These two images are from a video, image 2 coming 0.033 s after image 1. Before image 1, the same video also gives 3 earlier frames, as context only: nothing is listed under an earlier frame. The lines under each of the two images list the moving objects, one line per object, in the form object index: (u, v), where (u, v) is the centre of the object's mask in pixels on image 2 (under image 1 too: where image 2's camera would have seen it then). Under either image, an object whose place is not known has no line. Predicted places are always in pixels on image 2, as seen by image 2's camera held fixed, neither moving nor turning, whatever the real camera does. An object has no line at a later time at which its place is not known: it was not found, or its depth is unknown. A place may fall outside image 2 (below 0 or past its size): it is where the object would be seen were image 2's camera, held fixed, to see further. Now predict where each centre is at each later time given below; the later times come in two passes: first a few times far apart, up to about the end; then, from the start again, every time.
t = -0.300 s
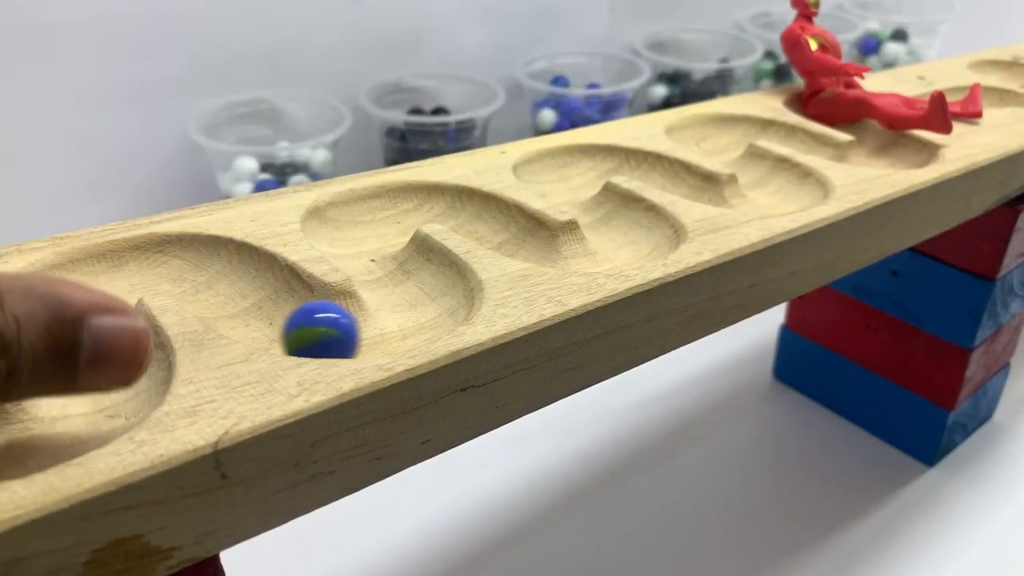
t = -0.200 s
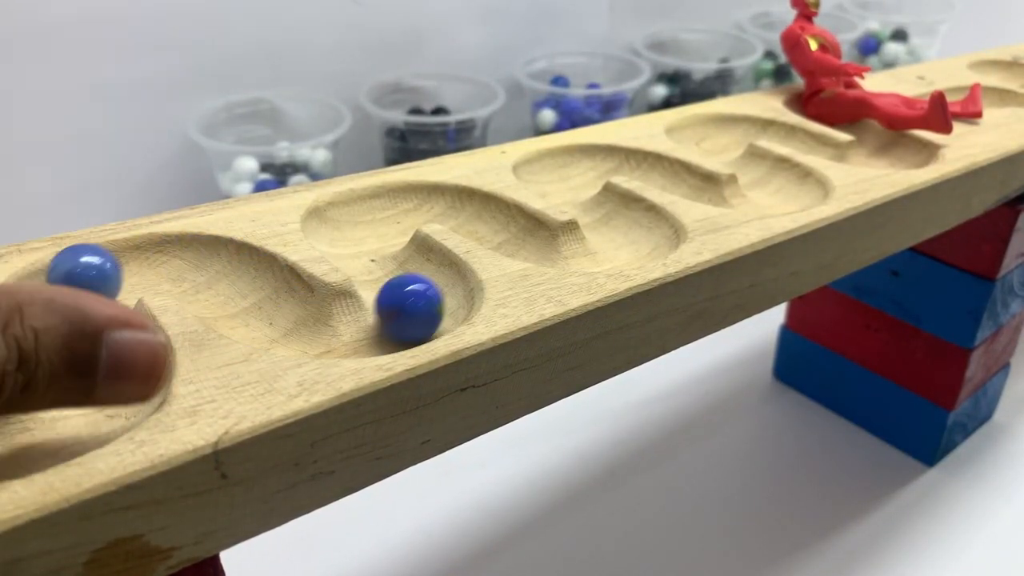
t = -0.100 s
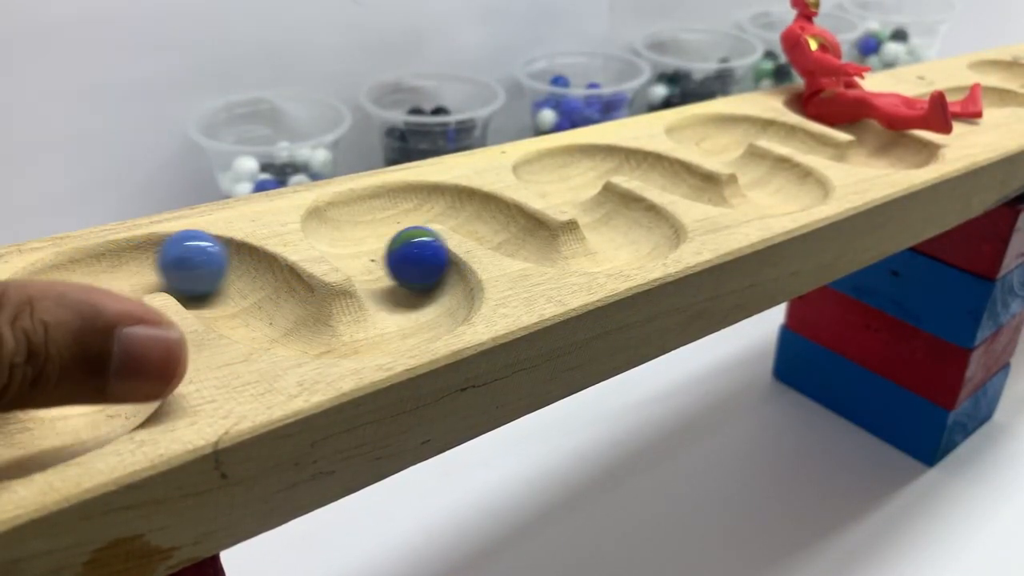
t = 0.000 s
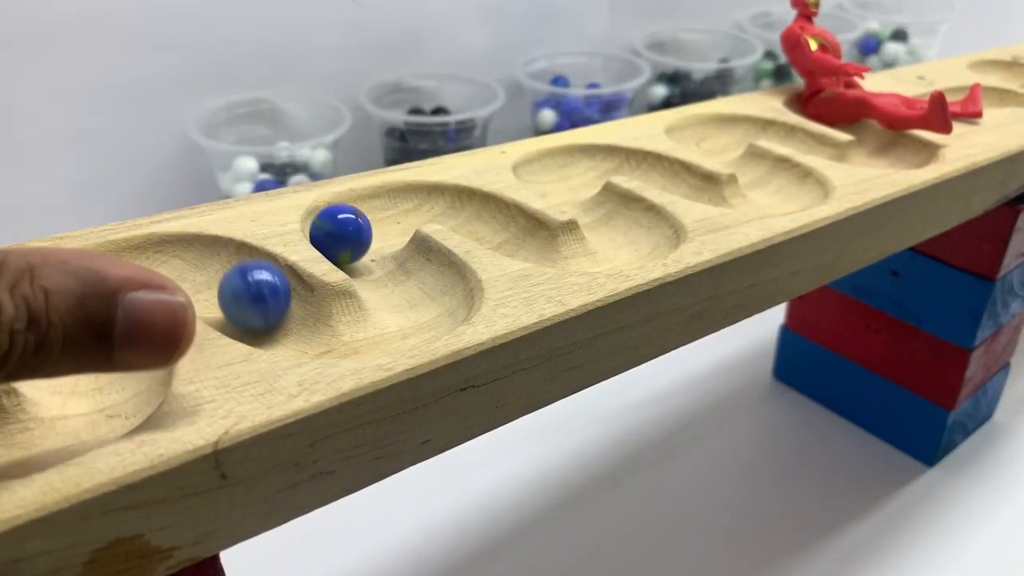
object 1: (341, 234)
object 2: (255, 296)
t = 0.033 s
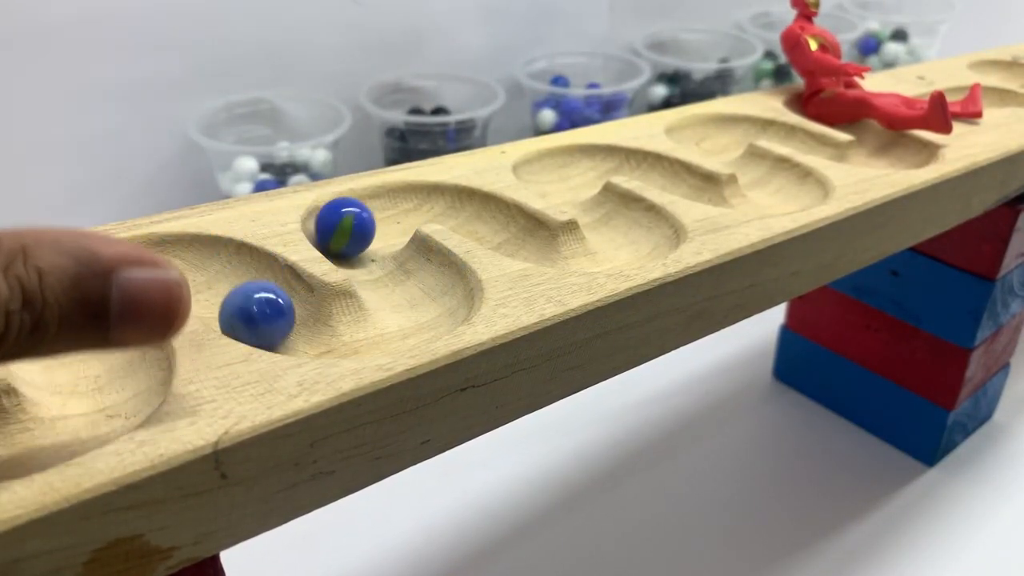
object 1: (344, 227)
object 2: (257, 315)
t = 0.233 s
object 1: (496, 222)
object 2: (440, 286)
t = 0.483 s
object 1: (641, 208)
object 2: (401, 206)
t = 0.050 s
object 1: (352, 223)
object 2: (264, 318)
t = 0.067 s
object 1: (362, 218)
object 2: (274, 323)
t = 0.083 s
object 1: (373, 213)
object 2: (289, 326)
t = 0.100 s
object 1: (387, 207)
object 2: (307, 330)
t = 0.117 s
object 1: (402, 202)
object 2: (328, 331)
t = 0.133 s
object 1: (418, 199)
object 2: (350, 331)
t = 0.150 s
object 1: (436, 197)
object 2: (371, 328)
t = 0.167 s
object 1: (452, 195)
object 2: (392, 323)
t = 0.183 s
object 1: (466, 197)
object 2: (410, 316)
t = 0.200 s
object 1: (477, 204)
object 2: (425, 308)
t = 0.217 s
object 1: (487, 213)
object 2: (435, 299)
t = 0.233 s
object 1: (496, 222)
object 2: (440, 286)
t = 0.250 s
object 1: (505, 230)
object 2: (438, 276)
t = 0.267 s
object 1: (513, 236)
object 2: (431, 269)
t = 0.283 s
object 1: (523, 241)
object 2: (419, 264)
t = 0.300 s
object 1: (534, 244)
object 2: (405, 260)
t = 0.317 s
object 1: (547, 247)
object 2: (389, 256)
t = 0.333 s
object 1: (563, 251)
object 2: (371, 252)
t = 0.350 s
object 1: (578, 252)
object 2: (355, 243)
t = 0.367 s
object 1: (594, 251)
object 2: (344, 234)
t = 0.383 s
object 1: (608, 249)
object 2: (337, 226)
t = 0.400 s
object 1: (618, 248)
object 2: (336, 218)
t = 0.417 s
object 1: (626, 245)
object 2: (341, 213)
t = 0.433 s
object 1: (633, 240)
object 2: (352, 210)
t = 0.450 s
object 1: (639, 232)
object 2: (367, 209)
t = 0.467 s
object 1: (643, 220)
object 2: (383, 208)
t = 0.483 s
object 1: (641, 208)
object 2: (401, 206)
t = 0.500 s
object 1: (634, 200)
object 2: (420, 203)
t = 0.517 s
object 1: (624, 198)
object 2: (441, 201)
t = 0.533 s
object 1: (611, 200)
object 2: (460, 199)
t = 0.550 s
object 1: (594, 200)
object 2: (474, 195)
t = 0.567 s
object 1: (578, 195)
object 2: (484, 198)
